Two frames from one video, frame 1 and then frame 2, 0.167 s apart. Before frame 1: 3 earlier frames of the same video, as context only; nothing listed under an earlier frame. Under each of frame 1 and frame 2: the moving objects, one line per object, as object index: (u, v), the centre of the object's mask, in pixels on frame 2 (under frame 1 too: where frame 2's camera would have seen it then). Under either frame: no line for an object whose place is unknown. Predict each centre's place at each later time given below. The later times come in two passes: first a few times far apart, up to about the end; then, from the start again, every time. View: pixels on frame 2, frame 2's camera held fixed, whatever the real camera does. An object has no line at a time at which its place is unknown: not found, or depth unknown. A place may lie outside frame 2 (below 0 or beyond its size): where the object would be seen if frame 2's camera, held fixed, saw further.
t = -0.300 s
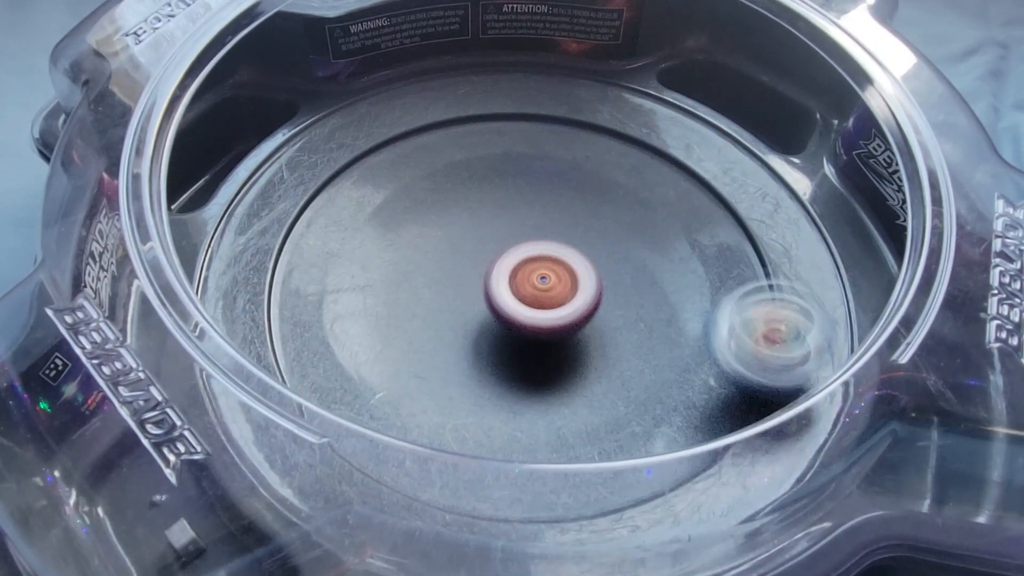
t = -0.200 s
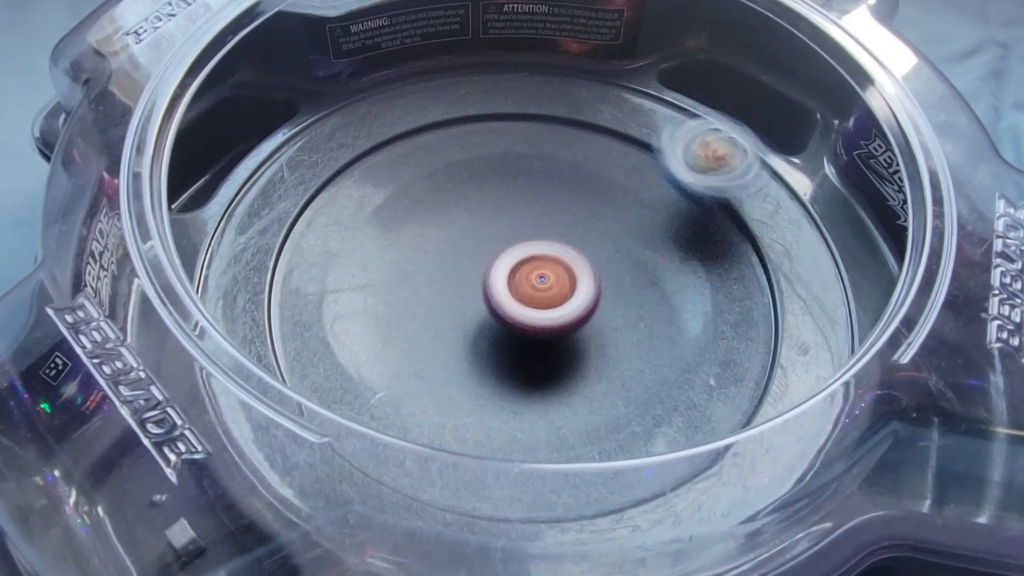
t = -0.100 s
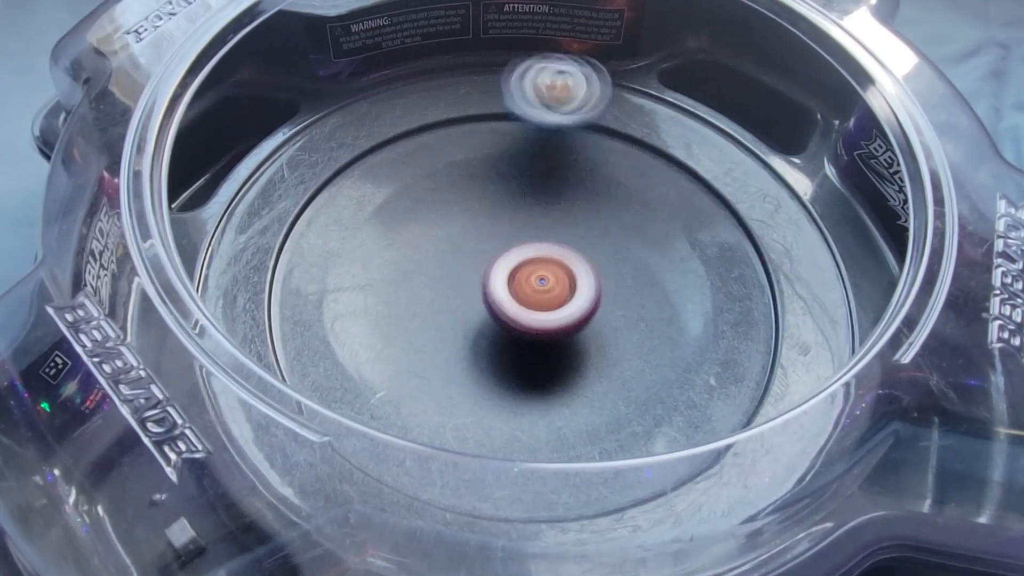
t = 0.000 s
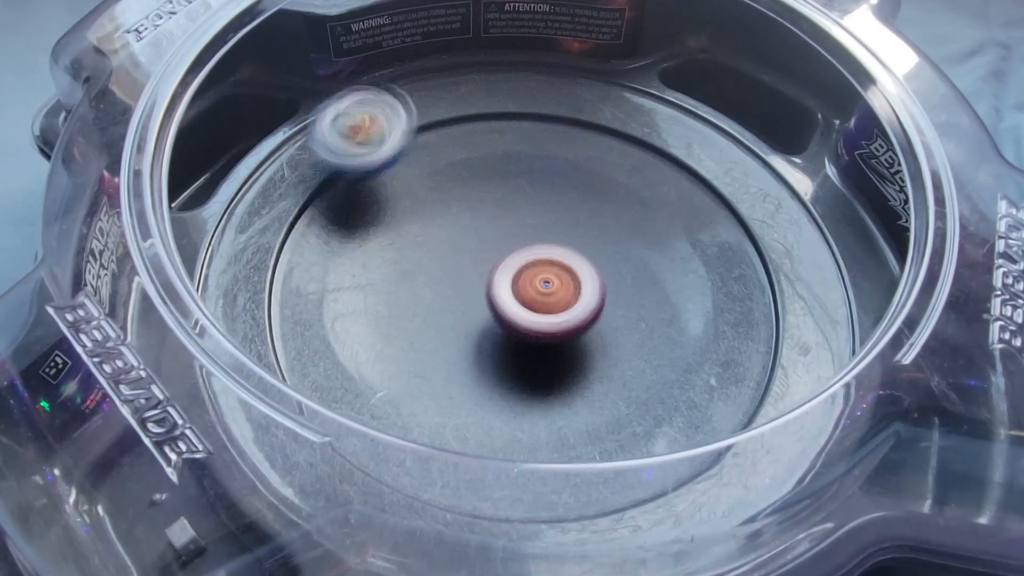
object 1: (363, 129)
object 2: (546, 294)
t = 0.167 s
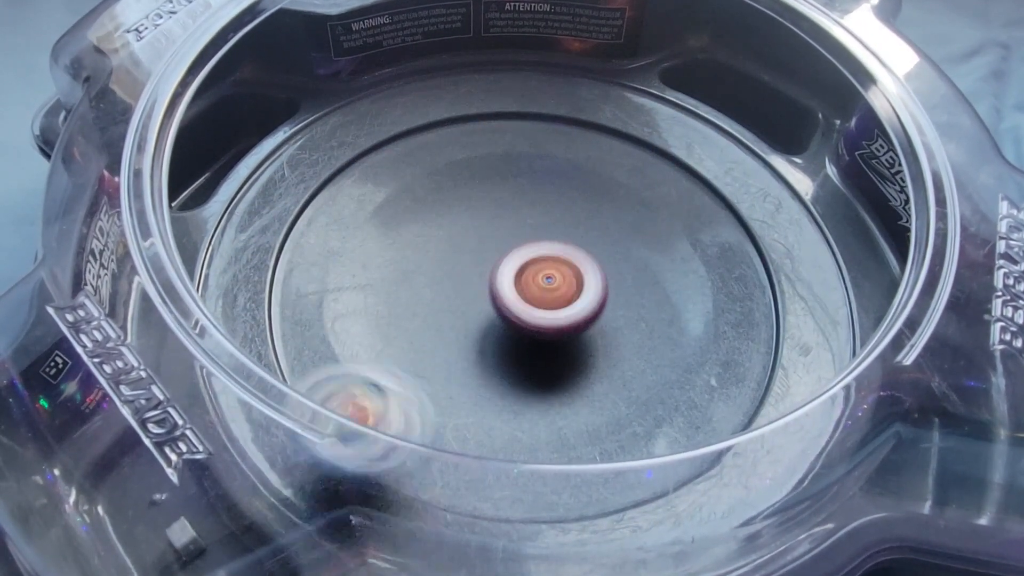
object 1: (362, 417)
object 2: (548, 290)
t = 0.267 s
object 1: (650, 450)
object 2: (547, 288)
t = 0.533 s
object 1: (569, 89)
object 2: (542, 291)
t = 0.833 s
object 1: (321, 362)
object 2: (536, 296)
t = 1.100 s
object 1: (770, 271)
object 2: (533, 301)
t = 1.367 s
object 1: (493, 95)
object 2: (535, 302)
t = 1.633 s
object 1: (320, 358)
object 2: (538, 300)
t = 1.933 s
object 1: (776, 259)
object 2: (543, 295)
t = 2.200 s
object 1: (471, 89)
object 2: (540, 289)
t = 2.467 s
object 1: (369, 421)
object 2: (536, 283)
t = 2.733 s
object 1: (759, 226)
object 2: (535, 282)
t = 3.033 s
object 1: (338, 144)
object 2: (535, 282)
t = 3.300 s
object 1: (574, 468)
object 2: (534, 282)
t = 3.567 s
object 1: (702, 160)
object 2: (535, 287)
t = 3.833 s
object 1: (328, 157)
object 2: (537, 293)
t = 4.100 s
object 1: (563, 471)
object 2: (539, 295)
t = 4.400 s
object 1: (683, 139)
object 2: (539, 296)
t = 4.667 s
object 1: (316, 178)
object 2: (540, 295)
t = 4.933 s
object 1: (550, 474)
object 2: (538, 292)
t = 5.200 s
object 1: (713, 179)
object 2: (537, 290)
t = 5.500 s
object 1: (334, 221)
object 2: (535, 287)
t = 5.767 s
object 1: (574, 469)
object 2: (535, 285)
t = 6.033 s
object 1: (698, 192)
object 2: (535, 284)
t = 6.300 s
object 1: (395, 153)
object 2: (536, 285)
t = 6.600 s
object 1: (498, 465)
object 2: (535, 287)
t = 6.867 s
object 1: (763, 236)
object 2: (534, 290)
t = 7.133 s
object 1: (491, 107)
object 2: (536, 293)
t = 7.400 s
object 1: (338, 349)
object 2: (538, 294)
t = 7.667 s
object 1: (724, 396)
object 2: (539, 293)
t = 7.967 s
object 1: (586, 146)
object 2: (538, 290)
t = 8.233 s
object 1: (326, 263)
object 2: (537, 289)
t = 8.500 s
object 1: (584, 444)
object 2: (537, 289)
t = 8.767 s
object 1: (694, 195)
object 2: (538, 290)
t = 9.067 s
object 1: (392, 179)
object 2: (538, 290)
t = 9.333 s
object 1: (480, 424)
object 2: (538, 292)
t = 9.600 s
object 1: (760, 304)
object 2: (538, 294)
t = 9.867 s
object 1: (541, 153)
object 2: (538, 293)
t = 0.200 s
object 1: (448, 463)
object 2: (548, 289)
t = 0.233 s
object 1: (555, 472)
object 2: (547, 288)
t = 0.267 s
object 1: (650, 450)
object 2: (547, 288)
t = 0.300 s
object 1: (720, 395)
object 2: (546, 288)
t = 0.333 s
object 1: (763, 341)
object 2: (546, 288)
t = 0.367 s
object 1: (769, 274)
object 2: (545, 288)
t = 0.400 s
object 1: (749, 211)
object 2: (545, 288)
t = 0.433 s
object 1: (708, 163)
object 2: (544, 289)
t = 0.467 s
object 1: (655, 124)
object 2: (543, 290)
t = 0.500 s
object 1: (599, 98)
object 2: (543, 290)
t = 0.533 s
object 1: (569, 89)
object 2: (542, 291)
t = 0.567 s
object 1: (512, 84)
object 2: (541, 291)
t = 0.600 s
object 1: (455, 91)
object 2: (539, 292)
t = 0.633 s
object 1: (401, 106)
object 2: (539, 293)
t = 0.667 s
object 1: (356, 128)
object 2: (538, 293)
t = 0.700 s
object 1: (317, 158)
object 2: (538, 293)
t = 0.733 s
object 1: (286, 202)
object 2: (538, 294)
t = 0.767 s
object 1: (273, 255)
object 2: (537, 294)
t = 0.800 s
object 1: (278, 308)
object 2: (537, 295)
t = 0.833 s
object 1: (321, 362)
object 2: (536, 296)
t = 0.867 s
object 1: (368, 418)
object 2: (536, 296)
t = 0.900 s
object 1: (441, 454)
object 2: (535, 297)
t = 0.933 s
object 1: (528, 469)
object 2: (535, 297)
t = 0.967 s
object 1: (619, 459)
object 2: (534, 298)
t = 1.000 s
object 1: (691, 423)
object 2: (533, 299)
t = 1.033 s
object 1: (740, 379)
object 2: (533, 300)
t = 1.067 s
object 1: (767, 325)
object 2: (533, 300)
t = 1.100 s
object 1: (770, 271)
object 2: (533, 301)
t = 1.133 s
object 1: (762, 223)
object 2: (534, 301)
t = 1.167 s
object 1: (737, 184)
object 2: (534, 301)
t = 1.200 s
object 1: (702, 151)
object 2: (534, 301)
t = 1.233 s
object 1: (660, 127)
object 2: (535, 301)
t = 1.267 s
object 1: (639, 117)
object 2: (535, 301)
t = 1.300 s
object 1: (592, 103)
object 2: (535, 302)
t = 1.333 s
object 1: (545, 96)
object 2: (535, 302)
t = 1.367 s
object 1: (493, 95)
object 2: (535, 302)
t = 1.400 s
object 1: (443, 101)
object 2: (535, 302)
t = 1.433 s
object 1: (394, 114)
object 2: (535, 302)
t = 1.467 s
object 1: (349, 134)
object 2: (536, 301)
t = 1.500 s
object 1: (313, 161)
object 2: (536, 301)
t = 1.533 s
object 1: (292, 206)
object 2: (536, 301)
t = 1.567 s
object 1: (277, 254)
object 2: (536, 301)
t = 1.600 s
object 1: (281, 307)
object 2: (537, 300)
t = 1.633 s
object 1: (320, 358)
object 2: (538, 300)
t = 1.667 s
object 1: (363, 408)
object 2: (539, 300)
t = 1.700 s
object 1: (425, 445)
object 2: (539, 299)
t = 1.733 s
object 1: (505, 466)
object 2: (539, 299)
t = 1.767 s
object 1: (589, 465)
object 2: (539, 298)
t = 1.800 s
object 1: (666, 445)
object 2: (540, 298)
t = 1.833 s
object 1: (717, 409)
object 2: (541, 298)
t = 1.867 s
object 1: (757, 361)
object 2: (542, 297)
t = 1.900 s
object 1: (773, 310)
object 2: (542, 297)
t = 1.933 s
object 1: (776, 259)
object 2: (543, 295)
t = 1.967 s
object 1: (769, 237)
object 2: (543, 295)
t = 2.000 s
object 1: (747, 195)
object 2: (543, 294)
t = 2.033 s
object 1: (715, 159)
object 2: (543, 293)
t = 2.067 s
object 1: (673, 127)
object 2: (542, 292)
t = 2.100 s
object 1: (627, 102)
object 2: (542, 291)
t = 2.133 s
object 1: (577, 89)
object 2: (542, 290)
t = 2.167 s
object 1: (524, 85)
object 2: (541, 290)
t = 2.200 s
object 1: (471, 89)
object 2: (540, 289)
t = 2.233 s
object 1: (419, 101)
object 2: (539, 288)
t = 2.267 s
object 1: (371, 123)
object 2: (538, 287)
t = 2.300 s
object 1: (329, 155)
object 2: (538, 287)
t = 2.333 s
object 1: (297, 198)
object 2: (538, 286)
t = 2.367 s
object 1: (282, 254)
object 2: (537, 286)
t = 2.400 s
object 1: (283, 310)
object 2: (537, 285)
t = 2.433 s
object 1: (318, 361)
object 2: (536, 284)
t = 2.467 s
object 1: (369, 421)
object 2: (536, 283)
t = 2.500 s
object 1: (447, 458)
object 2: (535, 283)
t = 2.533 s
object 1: (541, 471)
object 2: (535, 282)
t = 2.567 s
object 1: (631, 458)
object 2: (535, 282)
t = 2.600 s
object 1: (701, 420)
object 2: (535, 282)
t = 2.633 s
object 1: (748, 368)
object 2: (535, 282)
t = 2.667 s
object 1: (770, 310)
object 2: (535, 282)
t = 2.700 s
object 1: (771, 281)
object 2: (535, 282)
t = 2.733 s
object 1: (759, 226)
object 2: (535, 282)
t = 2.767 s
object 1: (730, 181)
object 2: (535, 282)
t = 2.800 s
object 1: (688, 142)
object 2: (535, 282)
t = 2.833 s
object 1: (639, 113)
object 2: (535, 281)
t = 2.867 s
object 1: (585, 95)
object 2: (536, 282)
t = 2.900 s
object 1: (530, 86)
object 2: (536, 281)
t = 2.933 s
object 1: (477, 86)
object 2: (536, 282)
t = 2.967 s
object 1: (427, 97)
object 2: (536, 282)
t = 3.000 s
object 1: (380, 116)
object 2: (535, 282)
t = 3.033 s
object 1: (338, 144)
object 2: (535, 282)
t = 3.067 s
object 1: (304, 181)
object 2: (535, 282)
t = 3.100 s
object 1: (280, 228)
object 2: (534, 282)
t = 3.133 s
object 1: (276, 284)
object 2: (535, 282)
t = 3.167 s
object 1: (299, 340)
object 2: (534, 282)
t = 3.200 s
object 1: (344, 392)
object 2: (535, 281)
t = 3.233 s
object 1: (408, 441)
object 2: (534, 282)
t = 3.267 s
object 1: (487, 467)
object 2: (534, 282)
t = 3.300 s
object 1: (574, 468)
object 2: (534, 282)
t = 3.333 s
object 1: (655, 443)
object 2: (534, 282)
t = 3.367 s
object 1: (713, 401)
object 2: (533, 283)
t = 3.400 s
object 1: (757, 357)
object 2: (533, 283)
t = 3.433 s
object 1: (768, 330)
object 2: (533, 284)
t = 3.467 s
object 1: (773, 280)
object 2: (534, 284)
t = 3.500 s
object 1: (764, 231)
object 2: (534, 285)
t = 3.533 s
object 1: (735, 193)
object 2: (535, 286)
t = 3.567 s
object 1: (702, 160)
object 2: (535, 287)
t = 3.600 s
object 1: (661, 133)
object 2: (535, 287)
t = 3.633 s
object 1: (616, 112)
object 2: (536, 288)
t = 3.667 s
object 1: (565, 101)
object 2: (535, 289)
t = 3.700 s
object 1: (514, 96)
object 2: (536, 290)
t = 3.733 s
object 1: (462, 99)
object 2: (537, 291)
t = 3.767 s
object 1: (413, 110)
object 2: (537, 292)
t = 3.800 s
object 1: (367, 129)
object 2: (537, 293)
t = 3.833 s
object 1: (328, 157)
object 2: (537, 293)
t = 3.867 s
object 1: (297, 191)
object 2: (538, 293)
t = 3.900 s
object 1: (279, 237)
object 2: (538, 293)
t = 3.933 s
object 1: (280, 293)
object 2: (538, 293)
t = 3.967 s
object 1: (301, 342)
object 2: (539, 294)
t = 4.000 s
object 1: (345, 390)
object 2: (539, 294)
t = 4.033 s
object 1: (403, 441)
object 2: (540, 294)
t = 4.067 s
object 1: (483, 466)
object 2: (539, 295)
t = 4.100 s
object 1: (563, 471)
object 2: (539, 295)
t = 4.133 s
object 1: (605, 464)
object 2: (539, 295)
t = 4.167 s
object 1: (673, 440)
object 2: (539, 294)
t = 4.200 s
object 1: (721, 406)
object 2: (539, 295)
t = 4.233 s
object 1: (757, 360)
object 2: (539, 295)
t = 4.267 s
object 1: (774, 309)
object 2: (539, 296)
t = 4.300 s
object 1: (774, 259)
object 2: (538, 296)
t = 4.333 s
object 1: (753, 214)
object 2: (539, 295)
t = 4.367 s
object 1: (722, 172)
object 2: (539, 296)
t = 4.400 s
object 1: (683, 139)
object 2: (539, 296)
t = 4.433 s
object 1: (635, 112)
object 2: (539, 296)
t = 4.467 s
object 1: (587, 96)
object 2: (539, 296)
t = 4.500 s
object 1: (537, 87)
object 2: (539, 296)
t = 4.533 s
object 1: (486, 89)
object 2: (539, 296)
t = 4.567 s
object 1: (435, 99)
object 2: (539, 295)
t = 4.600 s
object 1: (390, 116)
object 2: (539, 295)
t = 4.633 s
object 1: (350, 145)
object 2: (540, 295)
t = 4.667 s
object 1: (316, 178)
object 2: (540, 295)
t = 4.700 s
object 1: (292, 220)
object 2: (540, 295)
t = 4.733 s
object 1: (282, 271)
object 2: (540, 295)
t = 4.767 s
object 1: (288, 323)
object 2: (539, 295)
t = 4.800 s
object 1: (324, 366)
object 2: (540, 294)
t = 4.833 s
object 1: (368, 420)
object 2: (539, 294)
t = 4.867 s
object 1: (401, 439)
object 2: (539, 293)
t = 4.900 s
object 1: (473, 466)
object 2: (539, 293)
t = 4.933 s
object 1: (550, 474)
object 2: (538, 292)
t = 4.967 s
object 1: (626, 458)
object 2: (539, 292)
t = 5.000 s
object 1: (690, 430)
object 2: (539, 292)
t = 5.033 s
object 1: (730, 388)
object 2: (538, 291)
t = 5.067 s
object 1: (760, 345)
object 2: (538, 291)
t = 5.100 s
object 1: (767, 295)
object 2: (538, 291)
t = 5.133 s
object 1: (762, 249)
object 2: (537, 290)
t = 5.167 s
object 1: (743, 210)
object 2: (538, 290)
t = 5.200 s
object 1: (713, 179)
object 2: (537, 290)
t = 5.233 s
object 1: (674, 154)
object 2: (536, 290)
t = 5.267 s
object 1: (631, 133)
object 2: (536, 289)
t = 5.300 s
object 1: (585, 121)
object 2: (536, 289)
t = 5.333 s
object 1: (536, 118)
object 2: (535, 288)
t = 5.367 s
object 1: (488, 124)
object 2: (535, 287)
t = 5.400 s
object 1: (442, 138)
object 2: (535, 288)
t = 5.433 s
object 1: (399, 158)
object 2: (535, 288)
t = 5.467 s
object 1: (363, 186)
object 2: (535, 287)
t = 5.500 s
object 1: (334, 221)
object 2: (535, 287)
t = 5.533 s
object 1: (315, 262)
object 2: (535, 287)
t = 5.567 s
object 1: (310, 307)
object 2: (534, 286)
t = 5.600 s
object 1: (315, 335)
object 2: (535, 286)
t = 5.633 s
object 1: (340, 373)
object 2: (534, 285)
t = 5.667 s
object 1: (375, 427)
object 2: (535, 285)
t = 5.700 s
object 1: (435, 453)
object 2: (535, 285)
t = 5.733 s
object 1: (504, 468)
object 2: (535, 285)
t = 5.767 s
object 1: (574, 469)
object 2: (535, 285)
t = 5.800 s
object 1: (641, 451)
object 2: (535, 285)
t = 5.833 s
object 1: (693, 423)
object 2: (536, 285)
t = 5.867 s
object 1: (729, 385)
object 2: (535, 285)
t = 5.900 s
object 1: (754, 343)
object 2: (535, 285)
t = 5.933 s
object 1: (760, 299)
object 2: (535, 285)
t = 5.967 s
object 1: (749, 258)
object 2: (535, 285)
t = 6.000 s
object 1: (729, 222)
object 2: (535, 285)
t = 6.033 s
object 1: (698, 192)
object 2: (535, 284)
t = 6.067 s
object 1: (664, 166)
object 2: (535, 285)
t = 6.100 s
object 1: (625, 146)
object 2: (535, 285)
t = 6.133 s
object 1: (587, 131)
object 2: (535, 284)
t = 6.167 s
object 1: (543, 124)
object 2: (535, 284)
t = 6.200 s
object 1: (497, 124)
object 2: (535, 285)
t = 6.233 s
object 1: (454, 131)
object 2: (535, 285)
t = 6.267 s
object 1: (414, 145)
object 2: (535, 285)
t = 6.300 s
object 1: (395, 153)
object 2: (536, 285)
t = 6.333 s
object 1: (359, 177)
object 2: (535, 285)
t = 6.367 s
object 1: (330, 207)
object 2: (535, 285)
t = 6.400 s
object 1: (311, 244)
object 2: (535, 285)
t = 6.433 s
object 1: (305, 286)
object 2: (535, 285)
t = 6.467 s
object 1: (313, 331)
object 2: (535, 285)
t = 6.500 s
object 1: (343, 369)
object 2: (534, 285)
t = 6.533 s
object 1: (381, 416)
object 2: (535, 285)
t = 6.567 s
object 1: (431, 446)
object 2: (535, 286)
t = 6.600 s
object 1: (498, 465)
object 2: (535, 287)
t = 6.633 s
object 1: (561, 469)
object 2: (535, 288)
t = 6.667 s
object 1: (629, 459)
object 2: (534, 288)
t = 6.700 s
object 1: (678, 434)
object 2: (535, 288)
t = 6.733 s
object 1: (720, 403)
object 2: (535, 289)
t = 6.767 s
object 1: (752, 364)
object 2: (534, 289)
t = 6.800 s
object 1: (768, 321)
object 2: (534, 289)
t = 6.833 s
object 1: (772, 279)
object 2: (534, 290)
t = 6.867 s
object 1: (763, 236)
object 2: (534, 290)
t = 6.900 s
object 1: (739, 202)
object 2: (534, 291)
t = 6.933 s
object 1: (713, 171)
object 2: (534, 291)
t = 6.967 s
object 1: (677, 143)
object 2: (534, 291)
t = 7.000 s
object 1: (637, 122)
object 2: (535, 292)
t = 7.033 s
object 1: (619, 116)
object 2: (535, 293)
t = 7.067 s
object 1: (575, 105)
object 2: (535, 293)
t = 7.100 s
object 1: (535, 103)
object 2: (536, 293)
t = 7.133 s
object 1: (491, 107)
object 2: (536, 293)
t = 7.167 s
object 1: (448, 119)
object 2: (537, 294)
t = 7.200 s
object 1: (412, 137)
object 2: (537, 294)
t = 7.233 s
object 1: (378, 160)
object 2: (537, 294)
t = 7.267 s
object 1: (351, 190)
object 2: (538, 294)
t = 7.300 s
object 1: (331, 226)
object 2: (538, 294)
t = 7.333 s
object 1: (322, 265)
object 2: (539, 294)
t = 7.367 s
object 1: (322, 307)
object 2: (539, 294)
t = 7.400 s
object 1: (338, 349)
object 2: (538, 294)
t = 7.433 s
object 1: (367, 391)
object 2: (539, 294)
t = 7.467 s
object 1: (408, 432)
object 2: (539, 294)
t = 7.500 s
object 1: (460, 462)
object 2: (539, 294)
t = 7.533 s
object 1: (520, 478)
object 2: (539, 294)
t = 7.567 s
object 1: (584, 469)
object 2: (539, 294)
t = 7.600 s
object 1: (641, 453)
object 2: (538, 294)
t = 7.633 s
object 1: (693, 429)
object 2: (539, 294)
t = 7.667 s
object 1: (724, 396)
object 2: (539, 293)
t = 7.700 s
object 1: (751, 362)
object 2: (539, 294)
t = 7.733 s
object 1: (759, 341)
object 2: (538, 294)
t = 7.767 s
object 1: (760, 299)
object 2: (539, 293)
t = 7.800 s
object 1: (749, 261)
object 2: (539, 292)
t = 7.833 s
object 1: (727, 228)
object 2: (539, 293)
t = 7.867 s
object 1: (701, 200)
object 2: (539, 292)
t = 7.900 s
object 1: (664, 176)
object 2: (538, 292)
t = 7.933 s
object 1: (627, 159)
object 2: (538, 291)
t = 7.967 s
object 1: (586, 146)
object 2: (538, 290)
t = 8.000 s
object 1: (547, 142)
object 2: (538, 290)
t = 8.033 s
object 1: (503, 142)
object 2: (538, 290)
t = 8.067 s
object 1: (466, 148)
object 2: (537, 291)
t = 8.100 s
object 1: (426, 161)
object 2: (537, 291)
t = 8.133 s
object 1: (394, 177)
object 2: (536, 290)
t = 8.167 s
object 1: (362, 201)
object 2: (536, 290)
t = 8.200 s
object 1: (342, 228)
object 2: (536, 289)
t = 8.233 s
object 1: (326, 263)
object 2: (537, 289)
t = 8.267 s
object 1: (322, 301)
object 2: (537, 289)
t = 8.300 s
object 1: (333, 341)
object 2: (538, 289)
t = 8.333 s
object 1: (357, 372)
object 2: (538, 289)
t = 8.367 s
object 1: (392, 409)
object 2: (537, 289)
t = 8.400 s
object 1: (442, 434)
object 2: (537, 289)
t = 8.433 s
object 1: (498, 449)
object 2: (537, 289)
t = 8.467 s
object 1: (526, 448)
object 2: (537, 289)
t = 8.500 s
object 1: (584, 444)
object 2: (537, 289)
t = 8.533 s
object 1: (632, 425)
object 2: (537, 289)
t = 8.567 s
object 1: (676, 401)
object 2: (537, 290)
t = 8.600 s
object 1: (706, 370)
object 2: (537, 290)
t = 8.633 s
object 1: (725, 333)
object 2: (537, 290)
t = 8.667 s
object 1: (732, 295)
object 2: (537, 289)
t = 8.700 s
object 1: (731, 257)
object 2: (537, 289)
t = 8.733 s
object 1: (717, 226)
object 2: (538, 289)
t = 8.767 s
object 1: (694, 195)
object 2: (538, 290)
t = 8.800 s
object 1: (667, 169)
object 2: (538, 290)
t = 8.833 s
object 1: (635, 147)
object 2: (538, 291)
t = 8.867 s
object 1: (603, 130)
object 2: (538, 291)
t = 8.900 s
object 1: (567, 122)
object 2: (537, 291)
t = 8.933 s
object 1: (525, 121)
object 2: (536, 291)
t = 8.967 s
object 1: (488, 125)
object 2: (536, 291)
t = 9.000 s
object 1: (452, 139)
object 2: (537, 290)
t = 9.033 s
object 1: (419, 156)
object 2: (537, 290)
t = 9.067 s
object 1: (392, 179)
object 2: (538, 290)
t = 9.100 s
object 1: (369, 209)
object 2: (538, 291)
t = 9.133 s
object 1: (357, 244)
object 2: (538, 292)
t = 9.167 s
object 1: (358, 280)
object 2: (537, 292)
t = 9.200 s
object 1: (359, 299)
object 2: (536, 292)
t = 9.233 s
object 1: (372, 335)
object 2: (536, 292)
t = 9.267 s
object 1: (400, 372)
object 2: (537, 292)
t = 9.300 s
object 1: (439, 399)
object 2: (537, 292)
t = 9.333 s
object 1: (480, 424)
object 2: (538, 292)
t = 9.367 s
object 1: (530, 440)
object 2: (538, 293)
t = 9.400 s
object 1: (587, 447)
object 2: (538, 293)
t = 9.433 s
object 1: (640, 440)
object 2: (538, 293)
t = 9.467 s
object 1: (681, 424)
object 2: (539, 293)
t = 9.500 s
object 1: (717, 401)
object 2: (538, 294)
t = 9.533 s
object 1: (743, 373)
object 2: (538, 294)
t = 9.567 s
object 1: (759, 341)
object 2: (538, 294)
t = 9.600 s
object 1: (760, 304)
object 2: (538, 294)
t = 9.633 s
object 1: (752, 275)
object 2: (538, 294)
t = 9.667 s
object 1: (736, 245)
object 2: (538, 293)
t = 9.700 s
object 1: (714, 220)
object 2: (538, 293)
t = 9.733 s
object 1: (684, 198)
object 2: (538, 293)
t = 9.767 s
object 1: (650, 179)
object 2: (538, 293)
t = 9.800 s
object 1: (617, 165)
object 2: (538, 293)
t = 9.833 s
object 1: (580, 156)
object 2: (538, 293)
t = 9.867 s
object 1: (541, 153)
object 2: (538, 293)
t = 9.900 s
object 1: (522, 153)
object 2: (538, 293)
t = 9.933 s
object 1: (484, 157)
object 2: (538, 293)
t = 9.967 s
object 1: (449, 165)
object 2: (539, 294)
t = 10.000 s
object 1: (418, 178)
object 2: (539, 294)
